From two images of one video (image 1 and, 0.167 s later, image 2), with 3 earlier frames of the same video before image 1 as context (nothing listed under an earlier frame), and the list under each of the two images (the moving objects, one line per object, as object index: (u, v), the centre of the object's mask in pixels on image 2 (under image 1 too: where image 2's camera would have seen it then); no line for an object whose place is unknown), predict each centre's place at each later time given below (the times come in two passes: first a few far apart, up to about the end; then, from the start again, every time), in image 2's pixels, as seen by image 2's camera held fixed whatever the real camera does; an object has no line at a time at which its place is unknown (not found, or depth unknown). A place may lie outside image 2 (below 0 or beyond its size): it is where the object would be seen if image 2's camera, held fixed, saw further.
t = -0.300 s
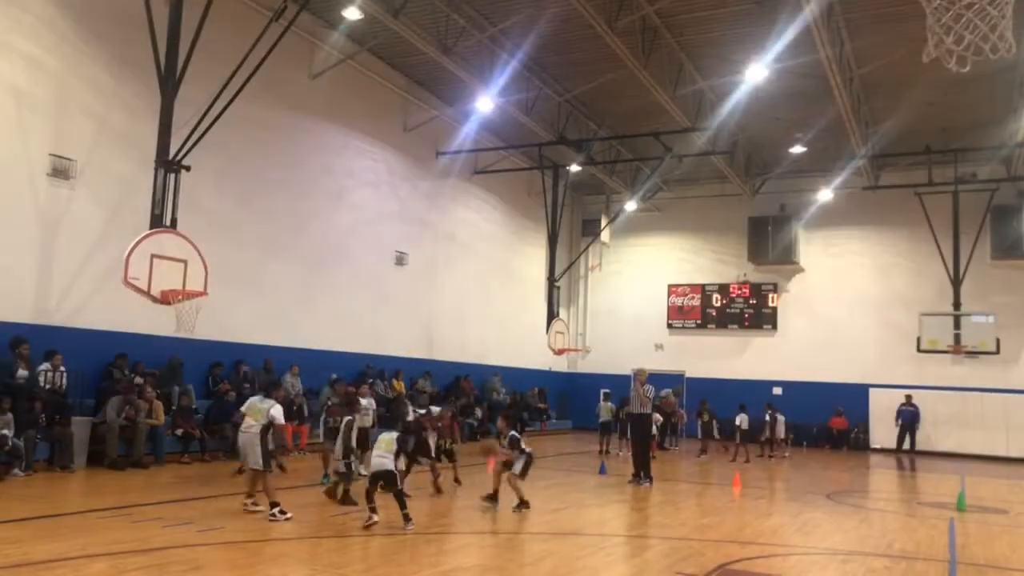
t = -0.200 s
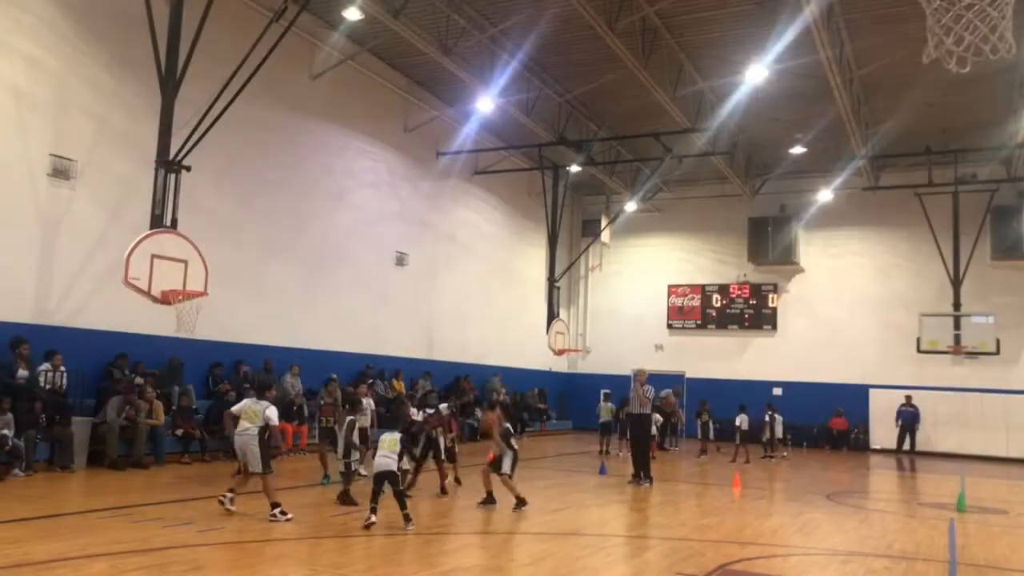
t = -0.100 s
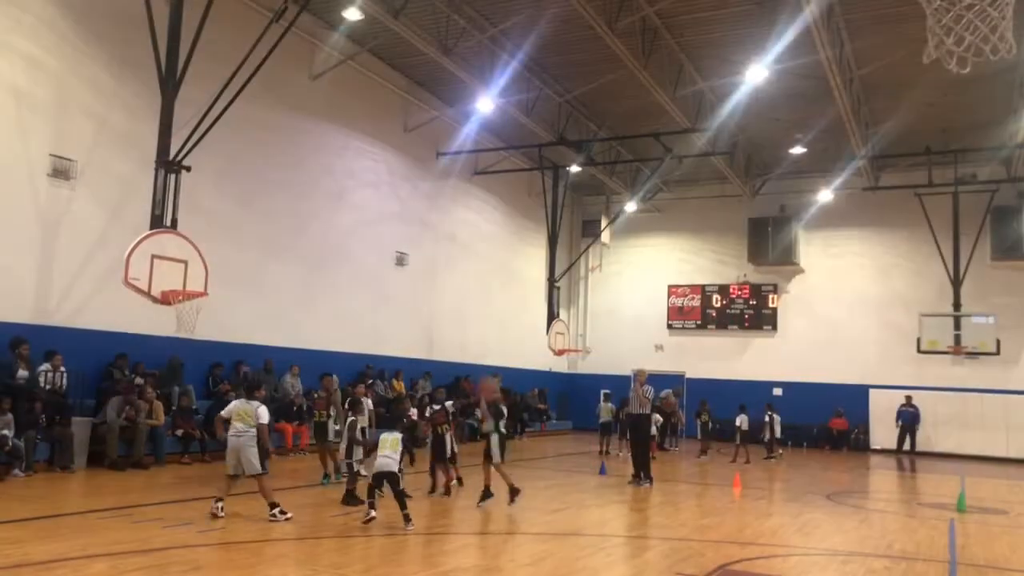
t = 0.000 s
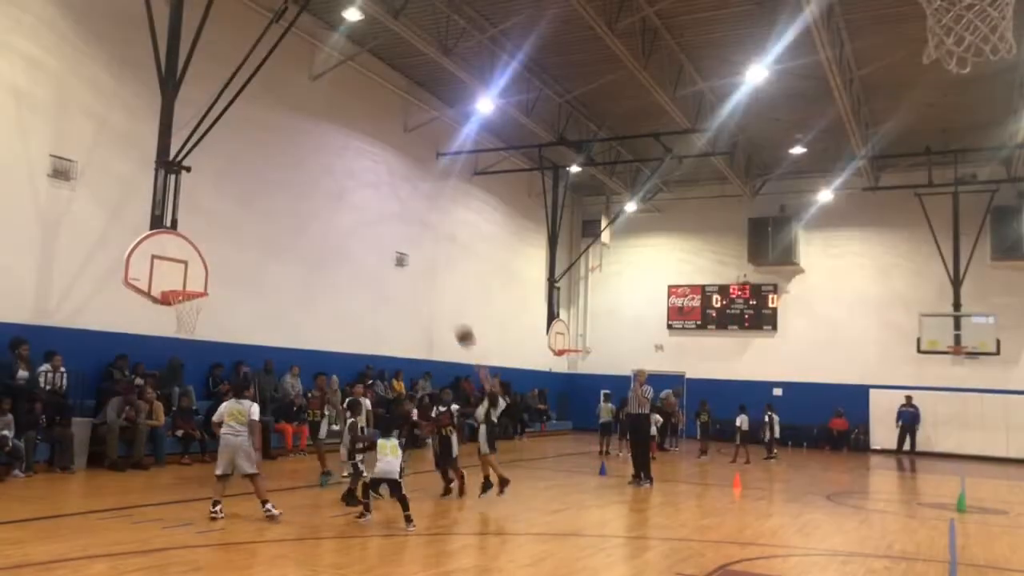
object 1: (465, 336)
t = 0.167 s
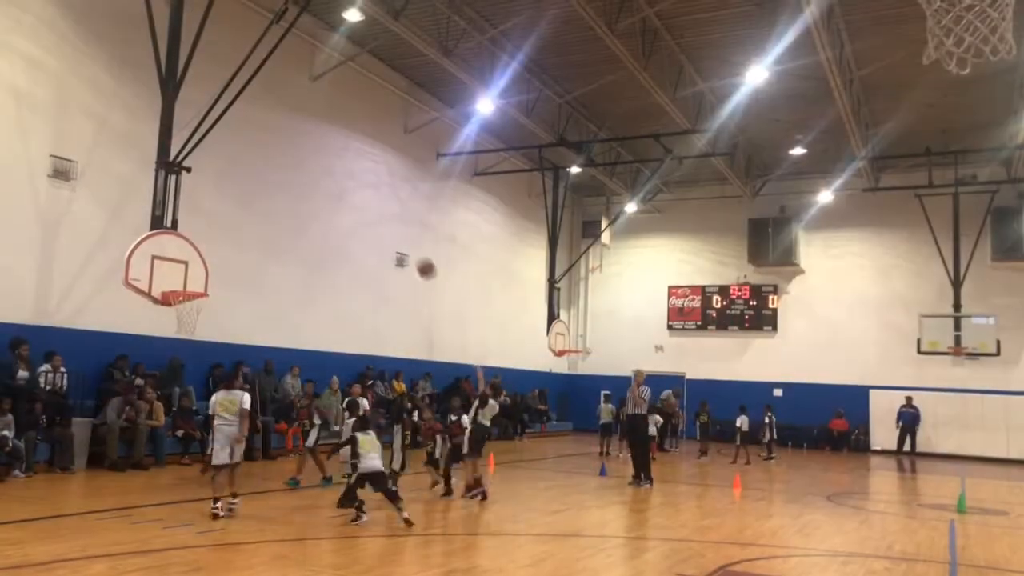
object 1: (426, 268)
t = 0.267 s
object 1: (403, 240)
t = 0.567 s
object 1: (334, 201)
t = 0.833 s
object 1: (273, 223)
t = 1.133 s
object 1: (229, 291)
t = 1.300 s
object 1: (279, 304)
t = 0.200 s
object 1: (418, 258)
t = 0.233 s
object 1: (410, 248)
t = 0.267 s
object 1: (403, 240)
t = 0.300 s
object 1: (395, 232)
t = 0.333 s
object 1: (387, 225)
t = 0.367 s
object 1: (380, 219)
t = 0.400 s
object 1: (372, 214)
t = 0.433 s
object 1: (365, 209)
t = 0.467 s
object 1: (357, 206)
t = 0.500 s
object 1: (349, 203)
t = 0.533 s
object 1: (342, 201)
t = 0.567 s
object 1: (334, 201)
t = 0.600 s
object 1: (326, 201)
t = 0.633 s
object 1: (319, 201)
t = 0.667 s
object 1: (311, 203)
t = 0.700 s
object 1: (304, 205)
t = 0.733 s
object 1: (296, 209)
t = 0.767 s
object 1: (288, 213)
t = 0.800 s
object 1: (280, 217)
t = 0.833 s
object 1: (273, 223)
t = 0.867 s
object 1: (265, 229)
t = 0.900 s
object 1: (257, 237)
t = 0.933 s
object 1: (249, 245)
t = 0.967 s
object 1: (241, 254)
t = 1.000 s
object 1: (233, 264)
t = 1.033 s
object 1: (225, 274)
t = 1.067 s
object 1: (217, 285)
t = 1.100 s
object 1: (219, 291)
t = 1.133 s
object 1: (229, 291)
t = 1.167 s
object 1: (239, 292)
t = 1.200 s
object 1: (249, 294)
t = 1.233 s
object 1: (259, 296)
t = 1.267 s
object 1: (269, 300)
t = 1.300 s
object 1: (279, 304)
